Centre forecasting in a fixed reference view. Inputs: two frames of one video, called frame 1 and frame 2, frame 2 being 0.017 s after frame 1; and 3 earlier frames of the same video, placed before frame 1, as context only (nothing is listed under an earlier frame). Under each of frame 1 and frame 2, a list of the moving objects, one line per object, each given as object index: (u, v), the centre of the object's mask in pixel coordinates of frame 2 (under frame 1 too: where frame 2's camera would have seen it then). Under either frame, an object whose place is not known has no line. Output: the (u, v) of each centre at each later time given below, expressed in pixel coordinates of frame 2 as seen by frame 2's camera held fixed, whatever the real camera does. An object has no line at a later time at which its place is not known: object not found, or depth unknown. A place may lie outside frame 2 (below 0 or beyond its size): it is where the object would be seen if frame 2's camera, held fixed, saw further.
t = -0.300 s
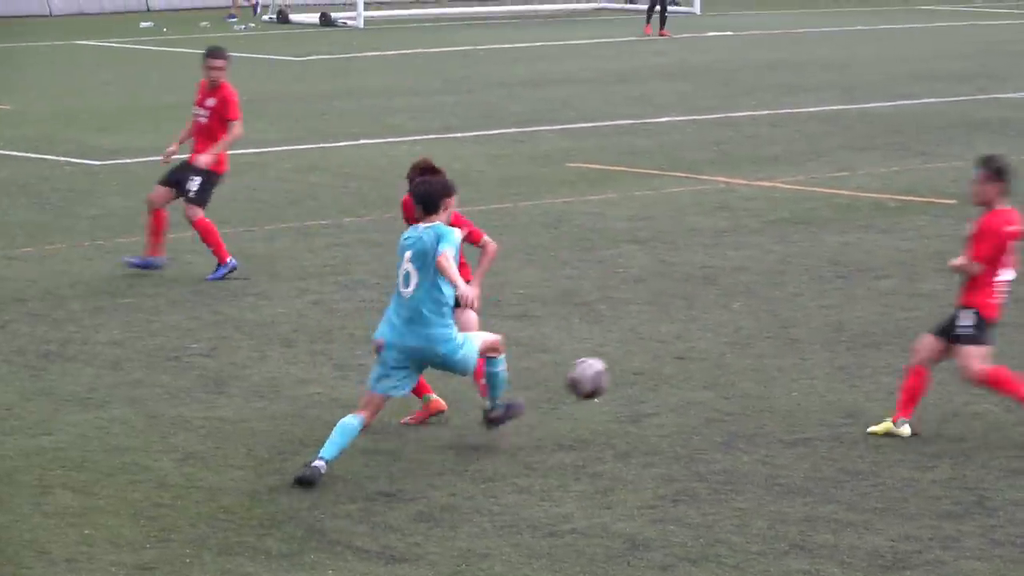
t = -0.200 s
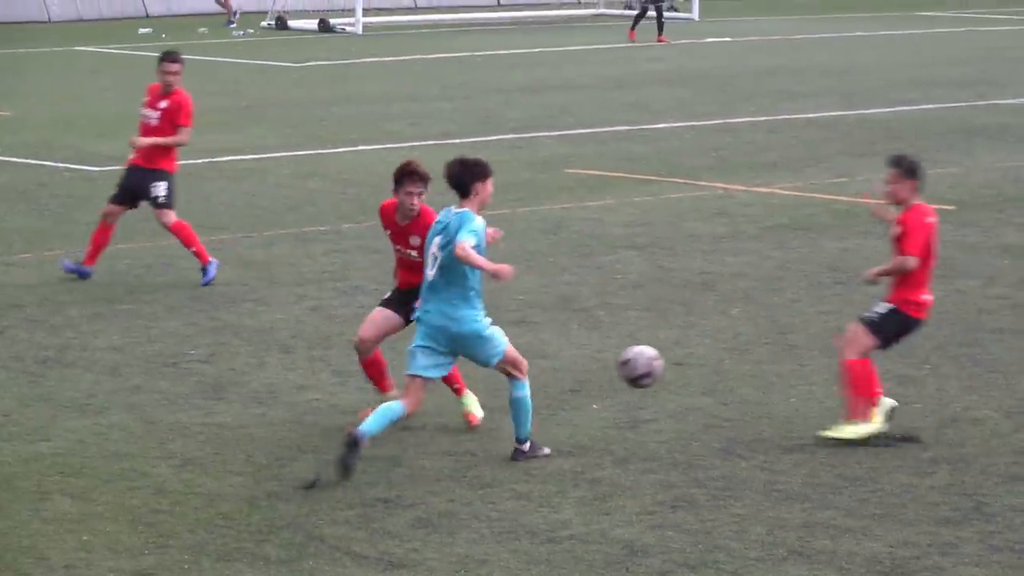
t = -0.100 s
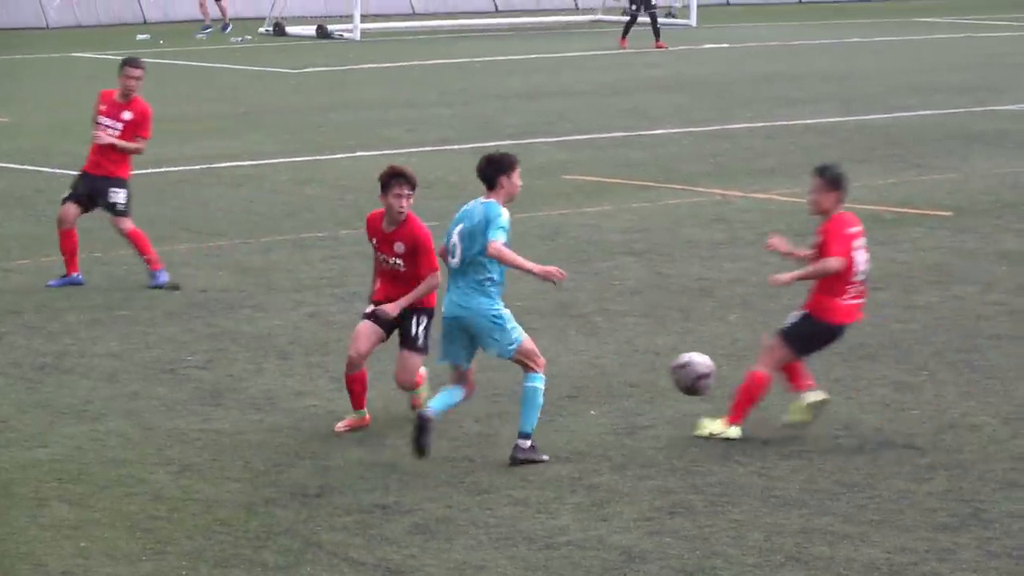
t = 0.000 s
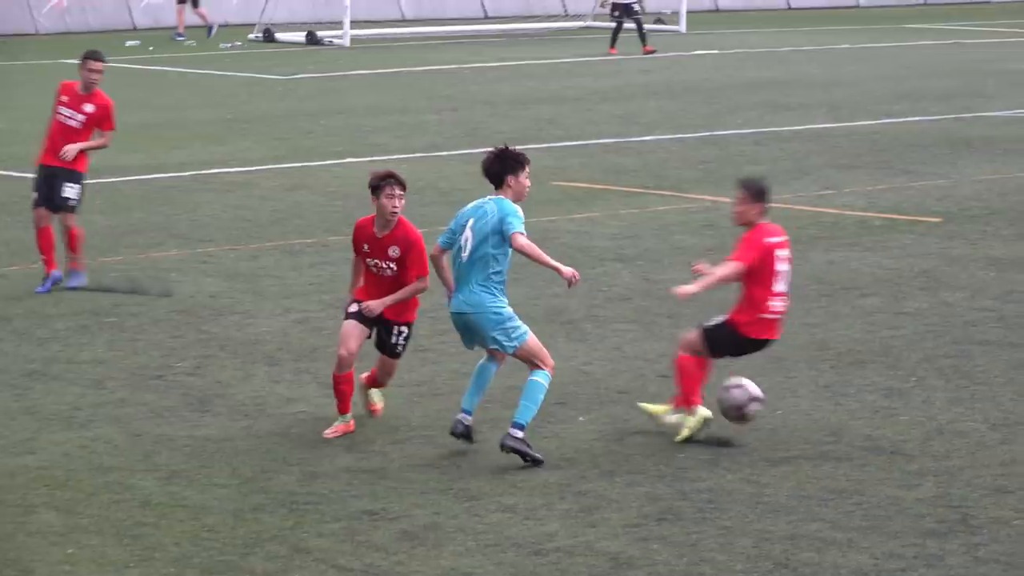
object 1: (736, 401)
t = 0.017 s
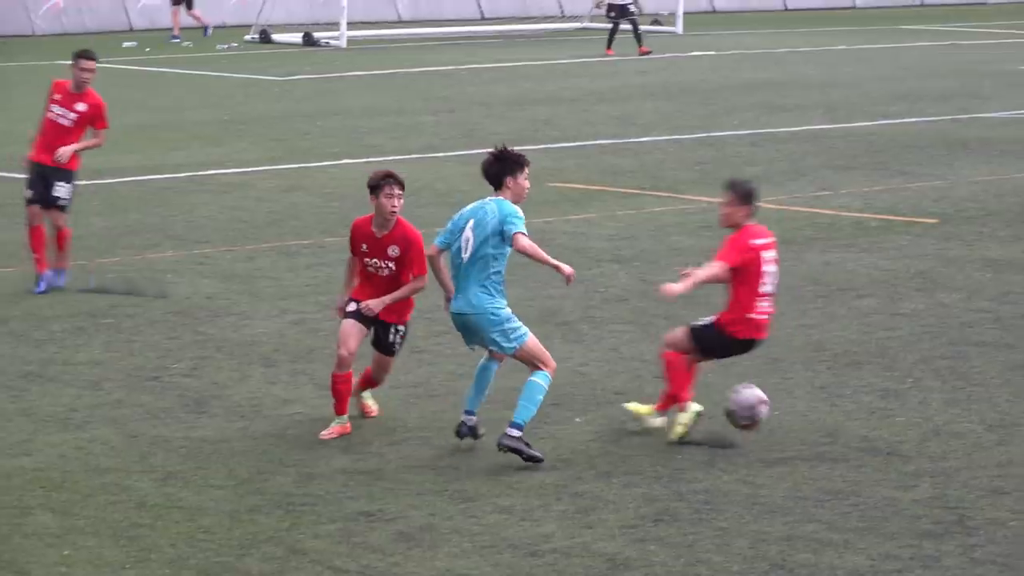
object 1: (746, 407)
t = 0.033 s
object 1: (756, 412)
